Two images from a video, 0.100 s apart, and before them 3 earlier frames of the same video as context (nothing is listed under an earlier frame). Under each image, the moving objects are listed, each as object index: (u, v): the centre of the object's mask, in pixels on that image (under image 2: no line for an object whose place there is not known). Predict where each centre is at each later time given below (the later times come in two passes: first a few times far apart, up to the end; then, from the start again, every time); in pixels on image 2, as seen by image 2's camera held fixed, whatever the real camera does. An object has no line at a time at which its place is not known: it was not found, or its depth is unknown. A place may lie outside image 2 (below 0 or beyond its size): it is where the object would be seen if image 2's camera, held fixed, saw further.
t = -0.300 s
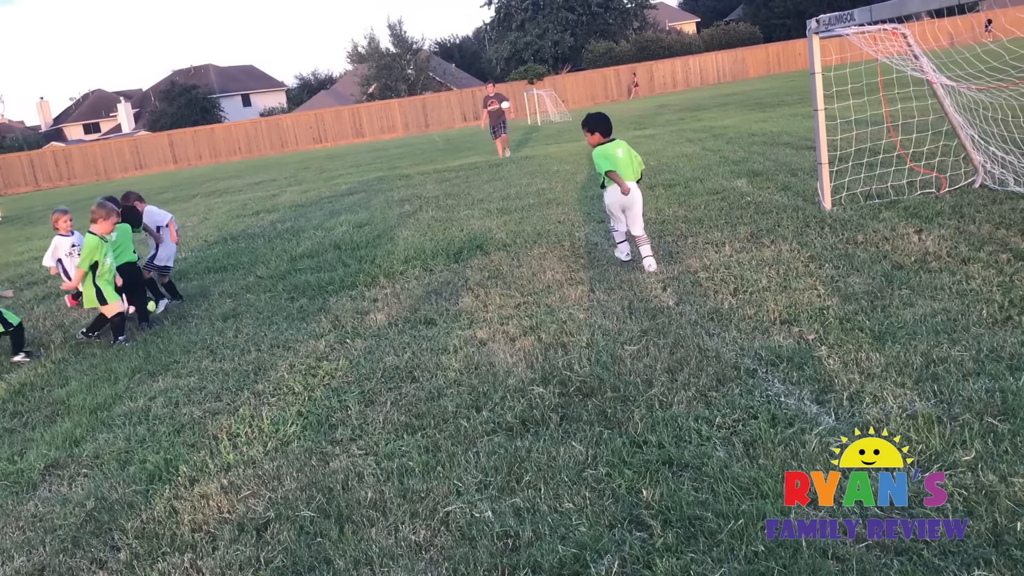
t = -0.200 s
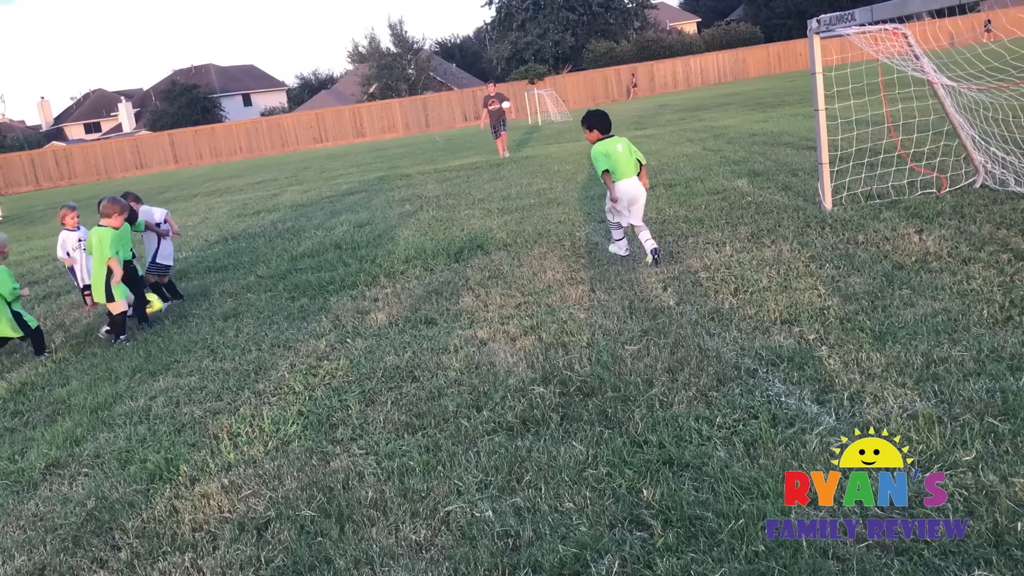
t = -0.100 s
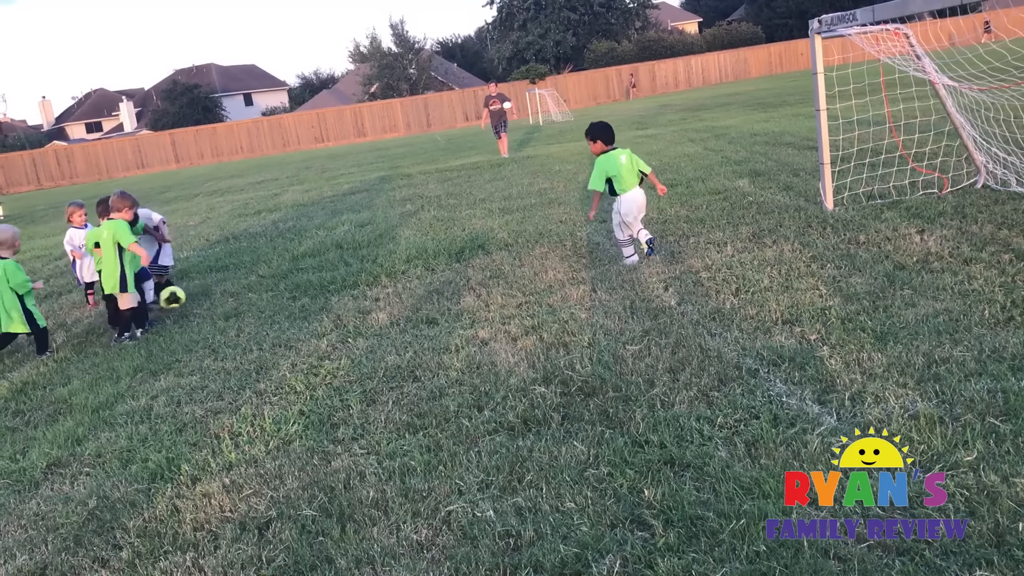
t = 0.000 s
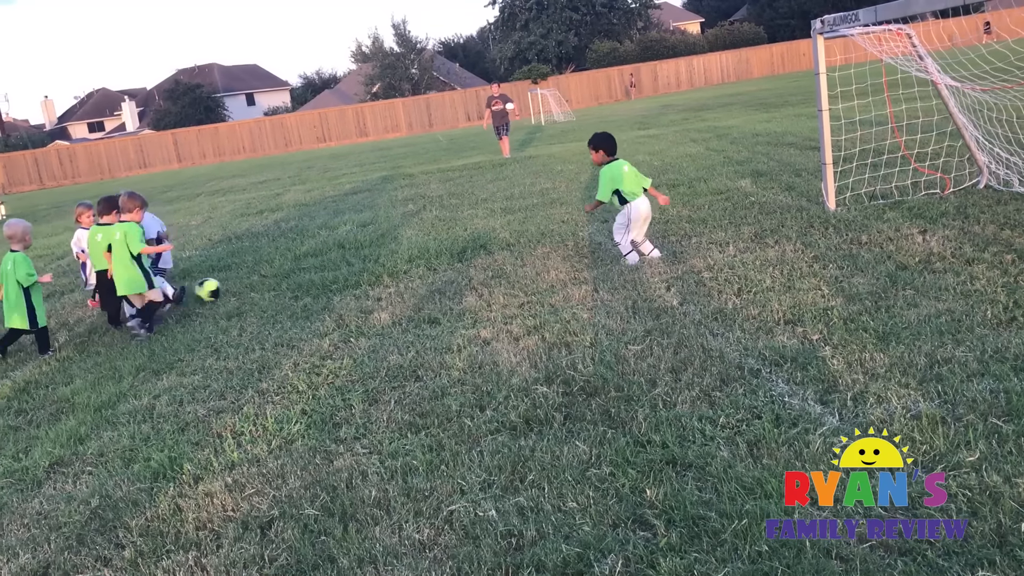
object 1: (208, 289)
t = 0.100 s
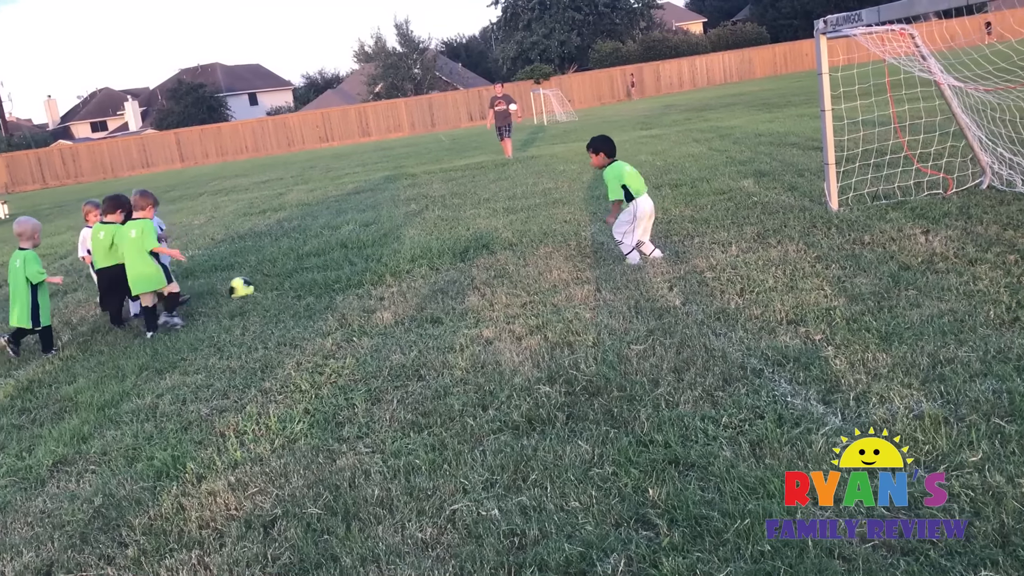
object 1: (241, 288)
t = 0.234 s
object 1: (264, 281)
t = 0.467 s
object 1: (302, 275)
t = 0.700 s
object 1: (330, 271)
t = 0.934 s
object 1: (348, 268)
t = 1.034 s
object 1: (353, 266)
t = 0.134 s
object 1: (246, 285)
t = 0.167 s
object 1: (252, 282)
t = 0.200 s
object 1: (258, 281)
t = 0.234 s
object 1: (264, 281)
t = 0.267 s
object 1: (270, 281)
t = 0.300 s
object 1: (276, 281)
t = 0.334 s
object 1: (282, 280)
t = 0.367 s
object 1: (288, 279)
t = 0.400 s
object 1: (293, 278)
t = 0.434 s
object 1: (297, 276)
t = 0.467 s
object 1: (302, 275)
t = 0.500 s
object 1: (307, 274)
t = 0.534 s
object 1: (311, 274)
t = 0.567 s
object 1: (315, 273)
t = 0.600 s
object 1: (320, 273)
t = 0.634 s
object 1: (323, 272)
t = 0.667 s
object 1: (327, 271)
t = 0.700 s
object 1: (330, 271)
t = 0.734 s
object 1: (333, 271)
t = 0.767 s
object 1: (337, 270)
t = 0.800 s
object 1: (339, 270)
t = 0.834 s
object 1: (342, 269)
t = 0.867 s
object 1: (344, 268)
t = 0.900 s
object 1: (346, 268)
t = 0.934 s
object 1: (348, 268)
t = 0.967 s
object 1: (350, 267)
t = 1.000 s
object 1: (351, 267)
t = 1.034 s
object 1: (353, 266)
